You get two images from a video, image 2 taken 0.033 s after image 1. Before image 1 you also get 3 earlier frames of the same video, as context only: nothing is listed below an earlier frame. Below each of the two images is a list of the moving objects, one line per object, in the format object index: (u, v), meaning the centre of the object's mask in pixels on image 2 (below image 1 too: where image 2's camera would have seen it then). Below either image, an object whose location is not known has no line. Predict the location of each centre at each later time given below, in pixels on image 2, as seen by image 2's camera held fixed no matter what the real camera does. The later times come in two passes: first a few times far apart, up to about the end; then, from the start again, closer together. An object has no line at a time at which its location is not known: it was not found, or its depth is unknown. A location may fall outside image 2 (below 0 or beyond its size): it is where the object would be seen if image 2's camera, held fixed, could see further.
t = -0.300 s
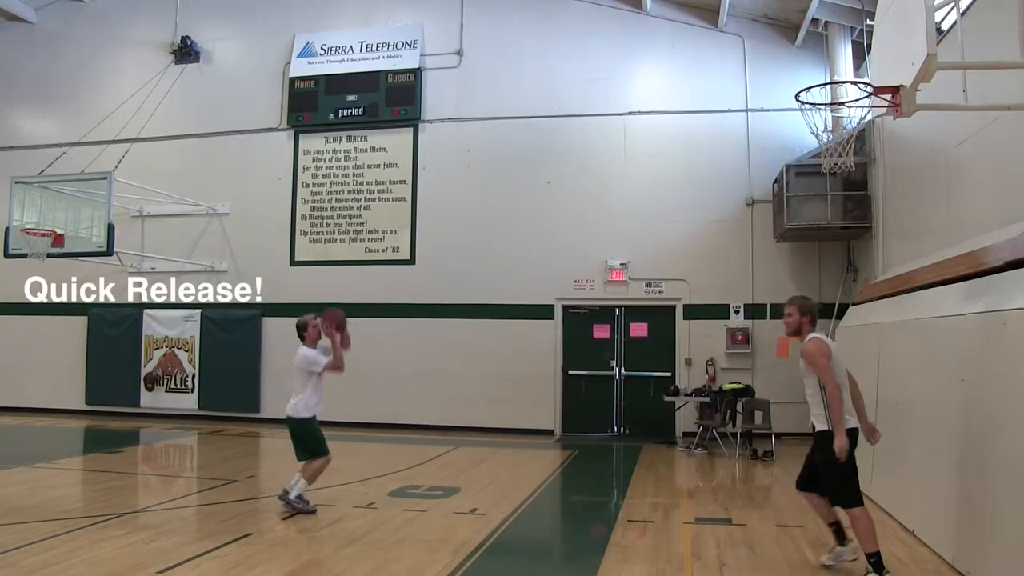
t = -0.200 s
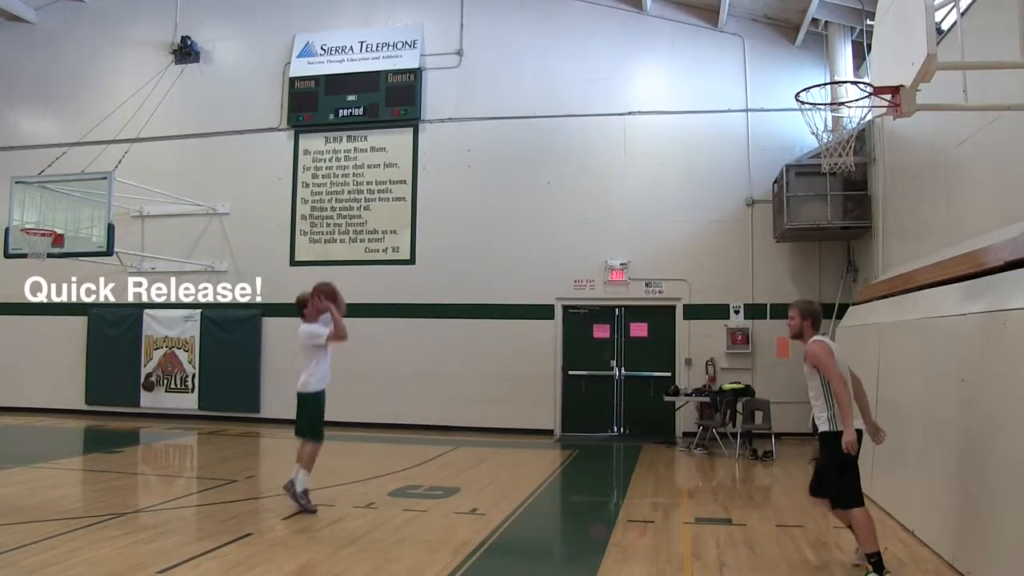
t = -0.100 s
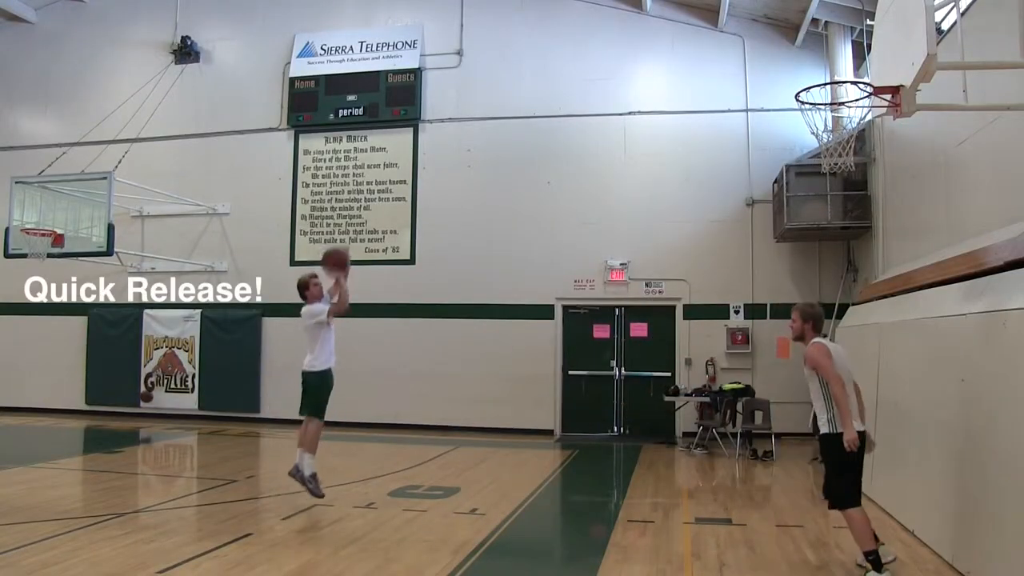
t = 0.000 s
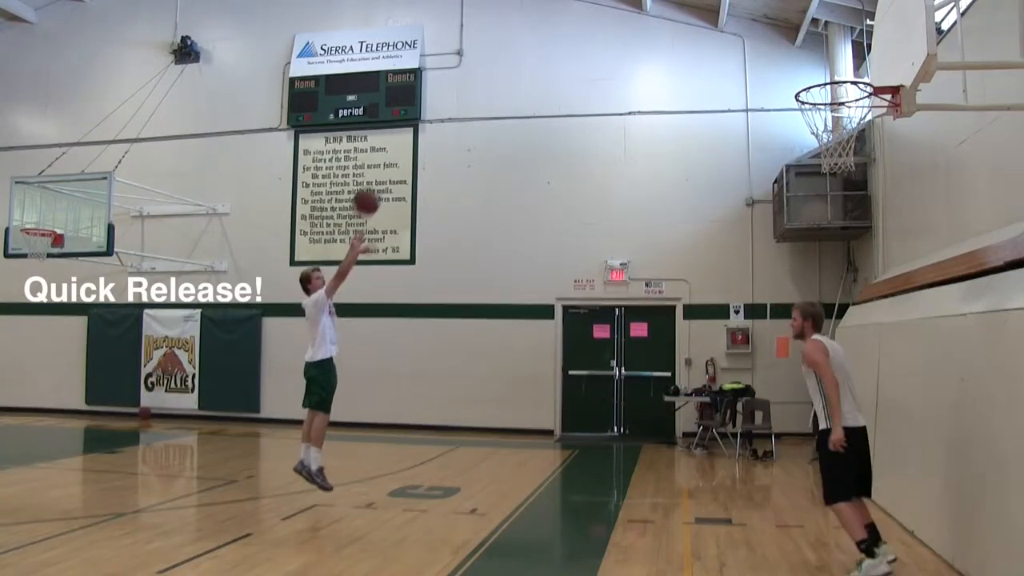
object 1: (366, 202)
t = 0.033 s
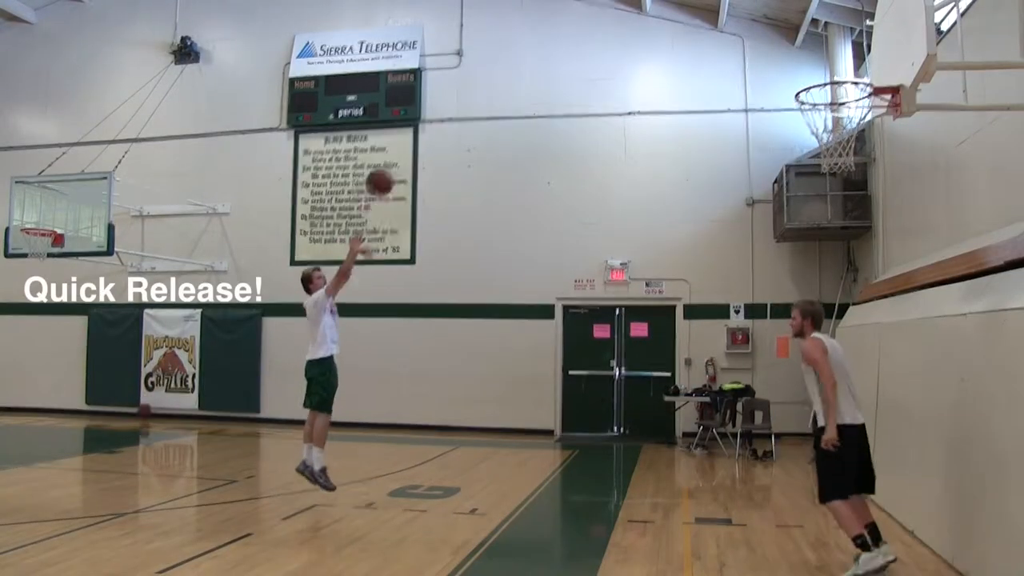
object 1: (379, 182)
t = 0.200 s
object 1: (449, 97)
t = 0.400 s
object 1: (540, 31)
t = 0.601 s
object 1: (641, 12)
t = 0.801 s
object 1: (756, 41)
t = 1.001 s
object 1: (875, 123)
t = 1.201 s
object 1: (873, 147)
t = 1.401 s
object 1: (873, 239)
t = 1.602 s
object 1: (874, 406)
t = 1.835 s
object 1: (858, 529)
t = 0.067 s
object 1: (392, 163)
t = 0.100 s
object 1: (406, 145)
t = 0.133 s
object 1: (421, 128)
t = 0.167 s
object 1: (435, 111)
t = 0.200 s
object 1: (449, 97)
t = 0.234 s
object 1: (464, 83)
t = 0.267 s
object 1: (479, 70)
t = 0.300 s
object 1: (494, 58)
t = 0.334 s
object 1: (509, 48)
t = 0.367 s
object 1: (524, 39)
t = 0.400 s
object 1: (540, 31)
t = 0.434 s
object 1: (556, 24)
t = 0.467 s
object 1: (572, 18)
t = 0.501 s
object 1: (589, 14)
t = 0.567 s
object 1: (624, 12)
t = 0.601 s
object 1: (641, 12)
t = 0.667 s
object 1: (677, 14)
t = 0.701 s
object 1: (696, 19)
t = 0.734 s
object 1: (716, 25)
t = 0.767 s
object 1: (736, 32)
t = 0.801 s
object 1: (756, 41)
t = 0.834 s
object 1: (777, 53)
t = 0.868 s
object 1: (799, 66)
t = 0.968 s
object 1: (867, 118)
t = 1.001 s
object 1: (875, 123)
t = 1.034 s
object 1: (875, 122)
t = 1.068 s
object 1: (874, 124)
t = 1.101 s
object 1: (874, 127)
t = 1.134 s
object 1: (874, 132)
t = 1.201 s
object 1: (873, 147)
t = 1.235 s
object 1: (874, 158)
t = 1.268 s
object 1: (874, 170)
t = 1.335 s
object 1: (872, 201)
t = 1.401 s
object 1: (873, 239)
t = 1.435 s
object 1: (873, 261)
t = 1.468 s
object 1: (873, 285)
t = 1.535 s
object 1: (874, 341)
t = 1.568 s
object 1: (874, 373)
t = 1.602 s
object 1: (874, 406)
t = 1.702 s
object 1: (874, 520)
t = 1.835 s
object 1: (858, 529)
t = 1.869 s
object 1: (850, 500)
